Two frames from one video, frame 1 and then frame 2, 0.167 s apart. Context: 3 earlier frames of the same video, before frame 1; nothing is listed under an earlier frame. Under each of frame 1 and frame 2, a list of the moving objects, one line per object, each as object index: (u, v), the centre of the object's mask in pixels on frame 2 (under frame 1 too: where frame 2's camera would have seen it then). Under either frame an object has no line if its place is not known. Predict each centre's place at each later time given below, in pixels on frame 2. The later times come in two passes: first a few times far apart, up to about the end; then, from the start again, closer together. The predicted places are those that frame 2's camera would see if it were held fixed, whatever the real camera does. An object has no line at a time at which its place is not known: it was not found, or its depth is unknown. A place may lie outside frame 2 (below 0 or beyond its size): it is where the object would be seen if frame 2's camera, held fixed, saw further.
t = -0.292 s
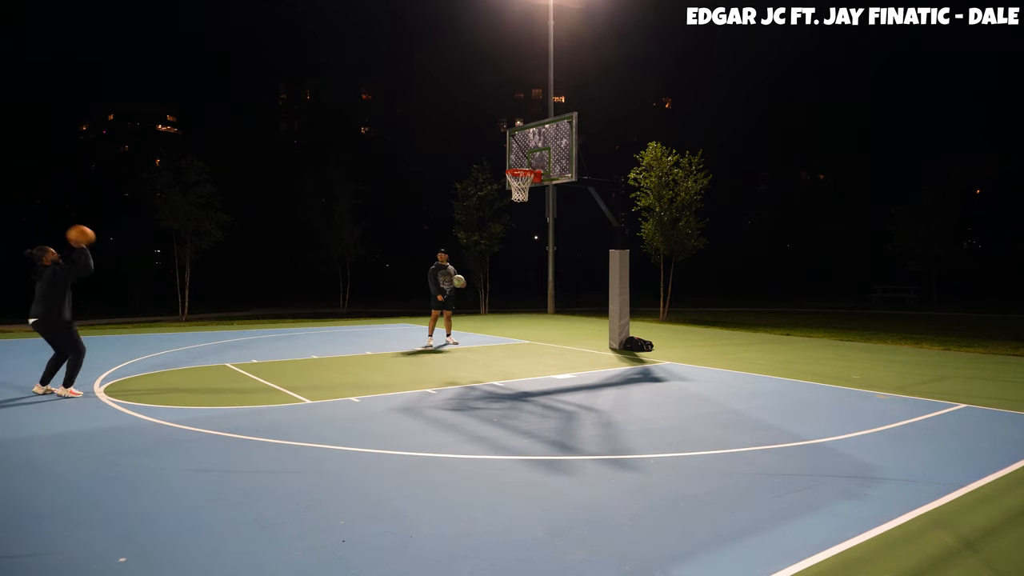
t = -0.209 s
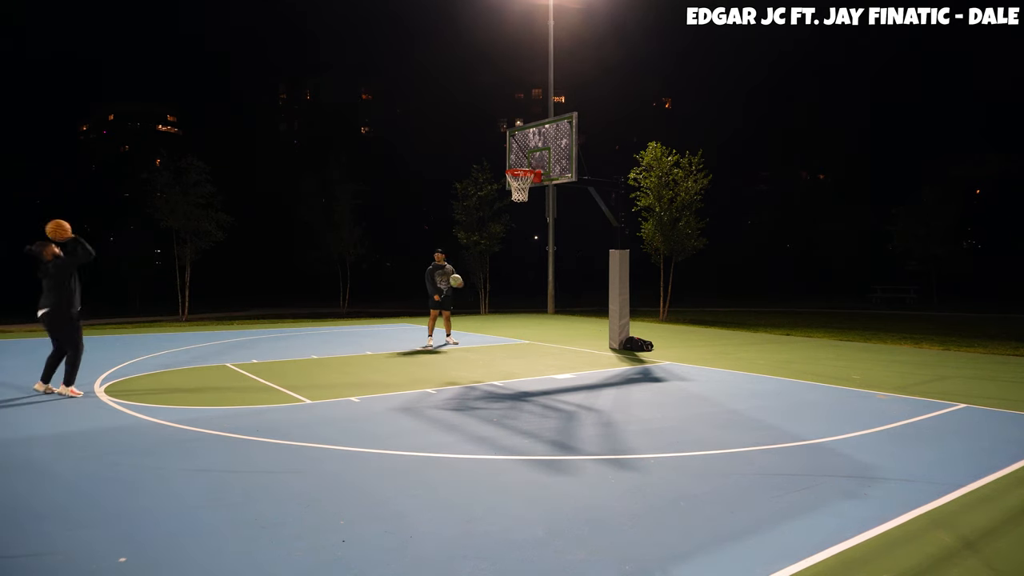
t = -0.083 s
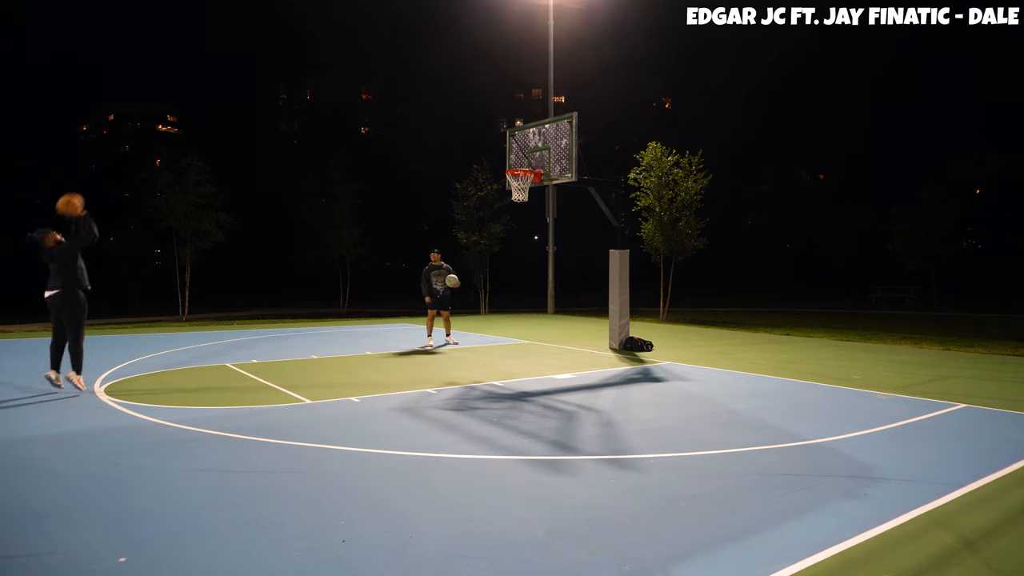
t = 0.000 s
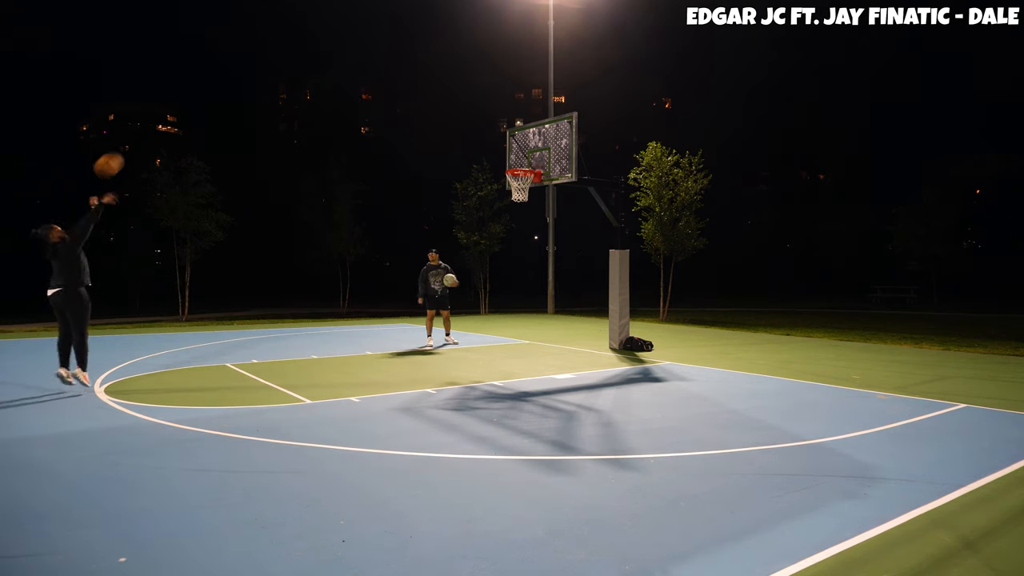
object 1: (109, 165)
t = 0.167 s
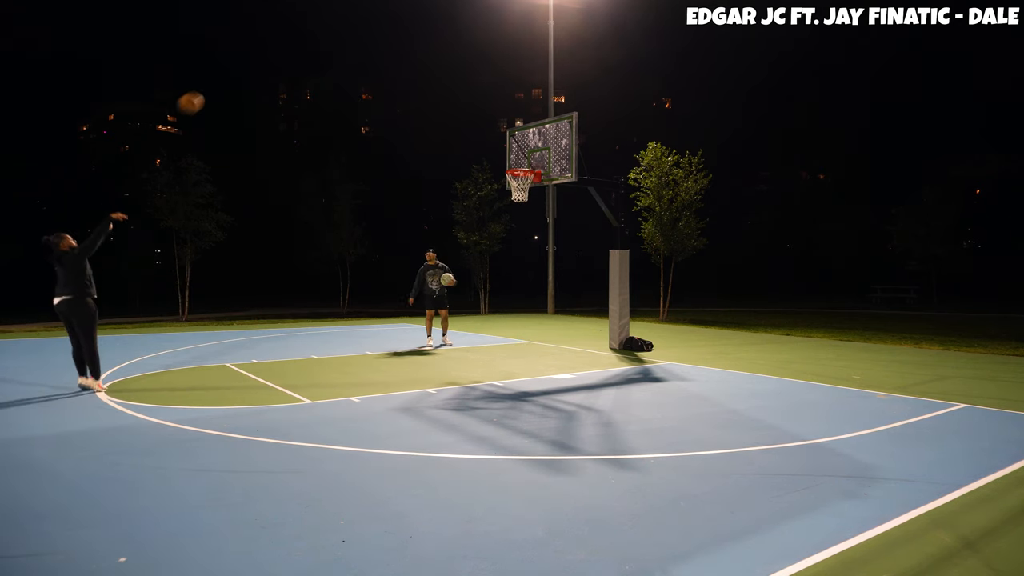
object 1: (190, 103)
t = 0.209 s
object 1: (209, 92)
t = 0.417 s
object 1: (296, 60)
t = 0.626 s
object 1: (372, 61)
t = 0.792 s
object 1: (426, 83)
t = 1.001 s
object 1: (485, 131)
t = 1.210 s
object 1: (528, 187)
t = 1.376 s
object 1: (527, 195)
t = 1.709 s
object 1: (504, 248)
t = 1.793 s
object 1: (498, 273)
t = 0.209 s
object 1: (209, 92)
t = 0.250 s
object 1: (228, 82)
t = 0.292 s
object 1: (246, 74)
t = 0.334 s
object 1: (263, 68)
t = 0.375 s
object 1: (280, 63)
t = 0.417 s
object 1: (296, 60)
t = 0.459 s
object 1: (313, 57)
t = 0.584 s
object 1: (358, 59)
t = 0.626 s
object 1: (372, 61)
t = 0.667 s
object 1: (386, 65)
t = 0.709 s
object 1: (400, 70)
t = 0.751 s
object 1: (413, 76)
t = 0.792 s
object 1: (426, 83)
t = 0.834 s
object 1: (438, 90)
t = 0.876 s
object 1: (450, 99)
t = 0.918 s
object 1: (462, 109)
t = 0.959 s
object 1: (474, 119)
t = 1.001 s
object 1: (485, 131)
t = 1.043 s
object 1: (496, 143)
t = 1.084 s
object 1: (506, 155)
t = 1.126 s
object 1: (516, 167)
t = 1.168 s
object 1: (528, 187)
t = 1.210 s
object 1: (528, 187)
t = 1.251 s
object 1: (530, 185)
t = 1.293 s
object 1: (529, 186)
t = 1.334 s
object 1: (529, 188)
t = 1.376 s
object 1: (527, 195)
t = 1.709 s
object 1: (504, 248)
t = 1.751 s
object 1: (501, 259)
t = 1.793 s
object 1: (498, 273)
